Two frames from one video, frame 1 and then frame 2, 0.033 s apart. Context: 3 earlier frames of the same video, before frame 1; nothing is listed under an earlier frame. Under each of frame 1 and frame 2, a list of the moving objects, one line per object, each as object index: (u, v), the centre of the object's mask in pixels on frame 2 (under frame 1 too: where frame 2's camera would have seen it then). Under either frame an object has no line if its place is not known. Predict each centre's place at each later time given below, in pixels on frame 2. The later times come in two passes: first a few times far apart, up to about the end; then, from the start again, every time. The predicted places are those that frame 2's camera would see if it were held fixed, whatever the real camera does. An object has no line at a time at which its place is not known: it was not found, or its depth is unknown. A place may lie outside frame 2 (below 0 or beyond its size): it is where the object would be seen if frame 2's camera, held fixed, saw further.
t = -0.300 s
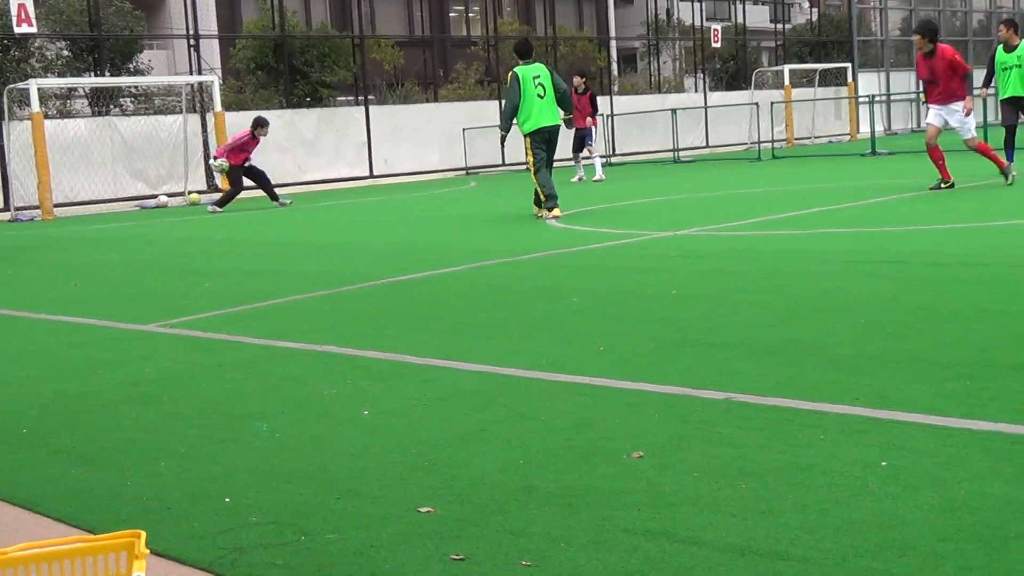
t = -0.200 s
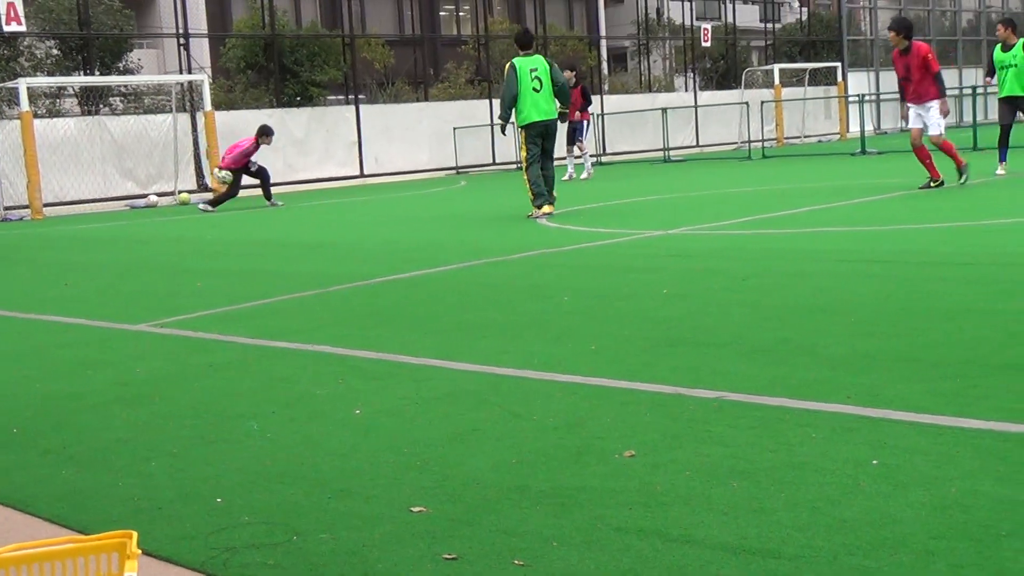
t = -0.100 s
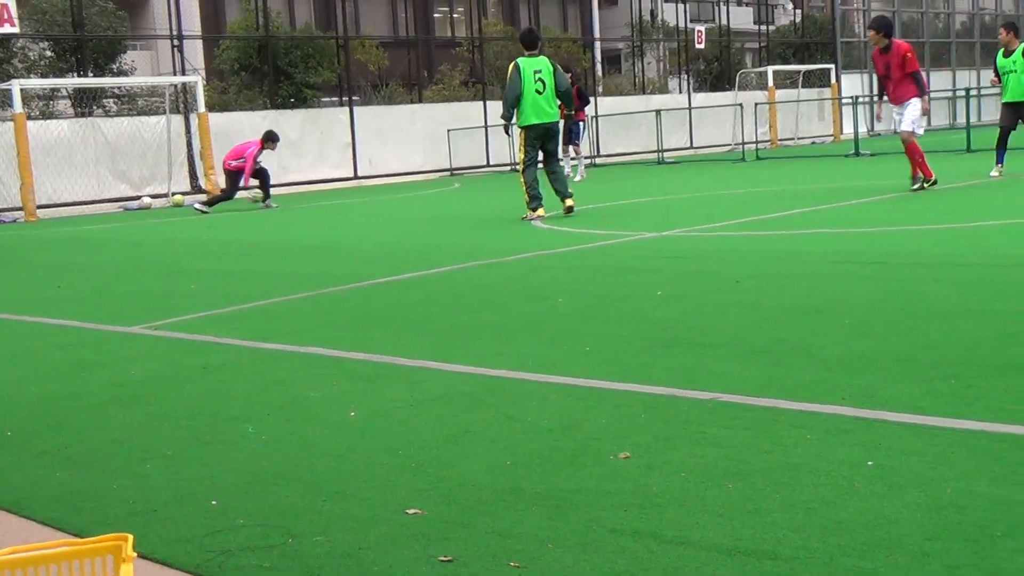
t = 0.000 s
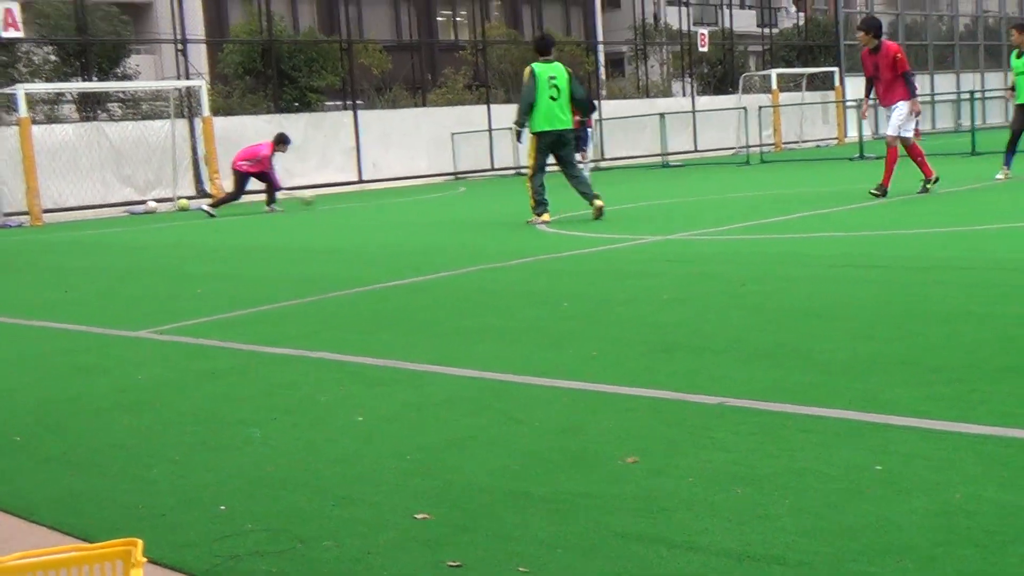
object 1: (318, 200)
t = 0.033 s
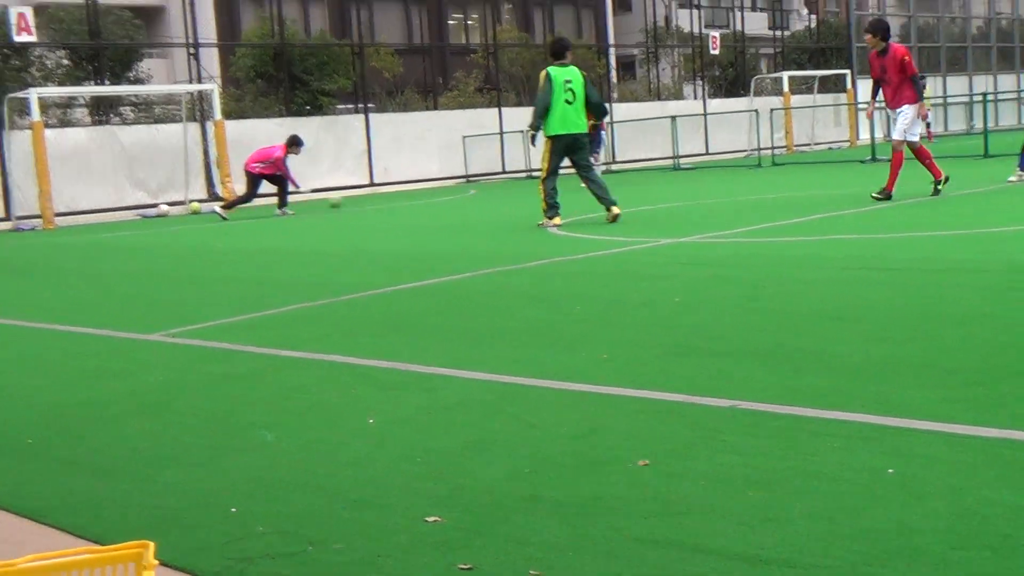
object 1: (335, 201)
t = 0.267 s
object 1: (429, 193)
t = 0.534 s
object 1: (511, 185)
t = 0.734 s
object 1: (564, 181)
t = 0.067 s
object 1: (349, 199)
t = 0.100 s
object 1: (364, 199)
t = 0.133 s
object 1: (378, 196)
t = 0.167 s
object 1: (391, 194)
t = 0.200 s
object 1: (404, 193)
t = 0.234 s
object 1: (417, 192)
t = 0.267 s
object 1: (429, 193)
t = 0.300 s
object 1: (440, 191)
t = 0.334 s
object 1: (452, 191)
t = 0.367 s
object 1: (462, 188)
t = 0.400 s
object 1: (473, 188)
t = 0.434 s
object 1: (483, 187)
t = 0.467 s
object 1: (492, 186)
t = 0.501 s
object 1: (501, 186)
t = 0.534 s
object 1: (511, 185)
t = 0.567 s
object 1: (520, 184)
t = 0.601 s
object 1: (529, 184)
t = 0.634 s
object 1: (538, 183)
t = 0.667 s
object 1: (547, 183)
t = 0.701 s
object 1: (556, 182)
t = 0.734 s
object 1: (564, 181)
